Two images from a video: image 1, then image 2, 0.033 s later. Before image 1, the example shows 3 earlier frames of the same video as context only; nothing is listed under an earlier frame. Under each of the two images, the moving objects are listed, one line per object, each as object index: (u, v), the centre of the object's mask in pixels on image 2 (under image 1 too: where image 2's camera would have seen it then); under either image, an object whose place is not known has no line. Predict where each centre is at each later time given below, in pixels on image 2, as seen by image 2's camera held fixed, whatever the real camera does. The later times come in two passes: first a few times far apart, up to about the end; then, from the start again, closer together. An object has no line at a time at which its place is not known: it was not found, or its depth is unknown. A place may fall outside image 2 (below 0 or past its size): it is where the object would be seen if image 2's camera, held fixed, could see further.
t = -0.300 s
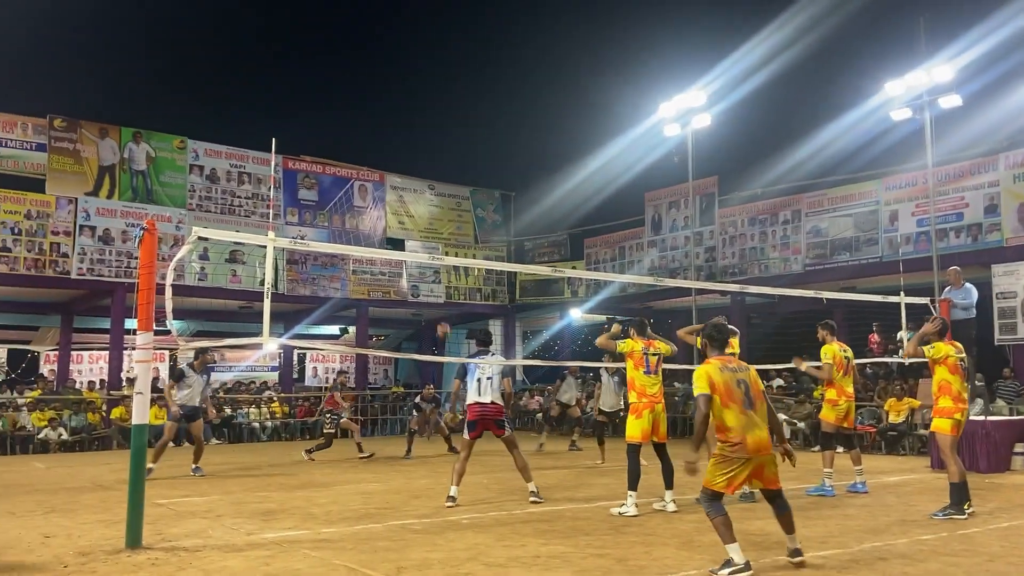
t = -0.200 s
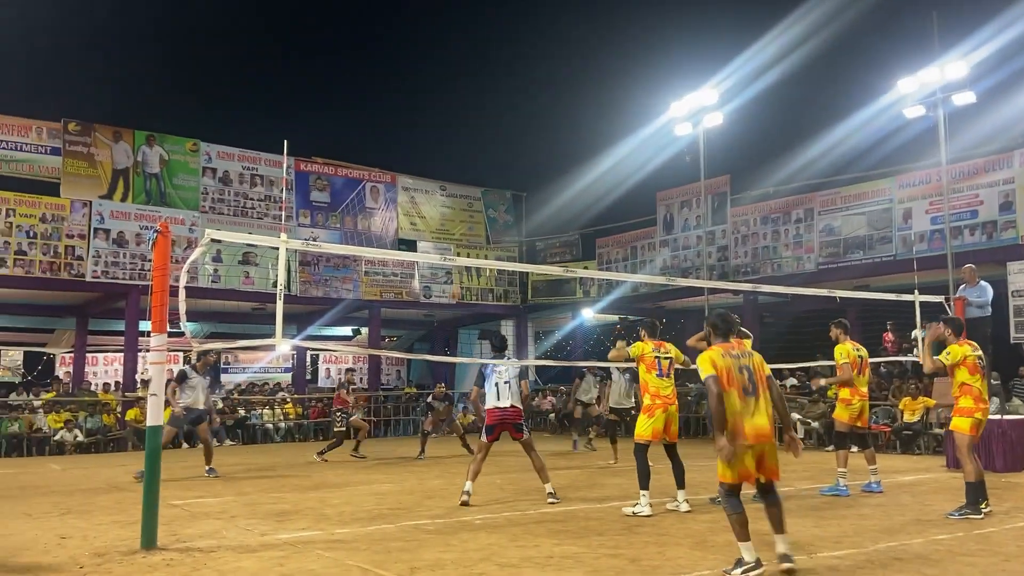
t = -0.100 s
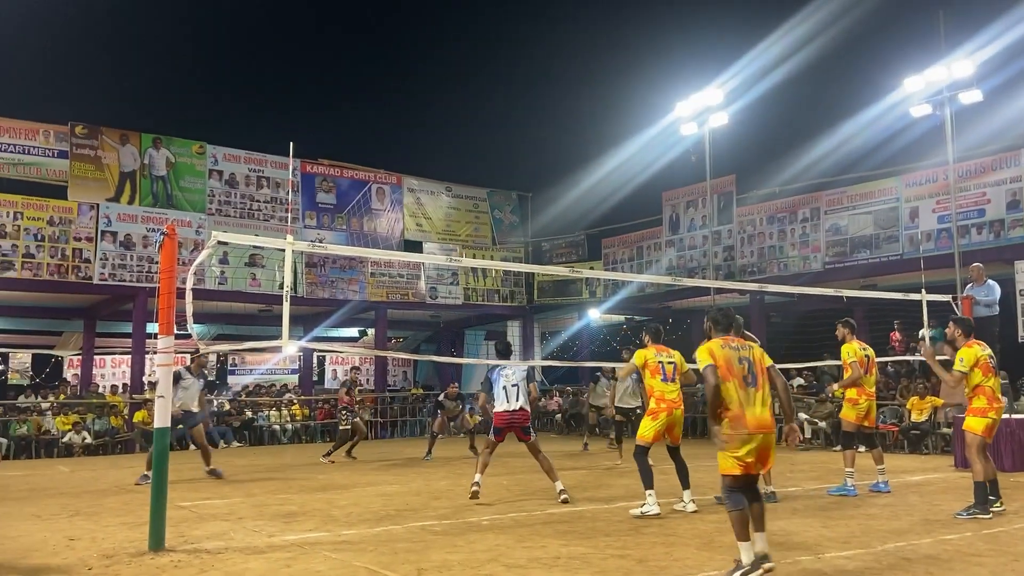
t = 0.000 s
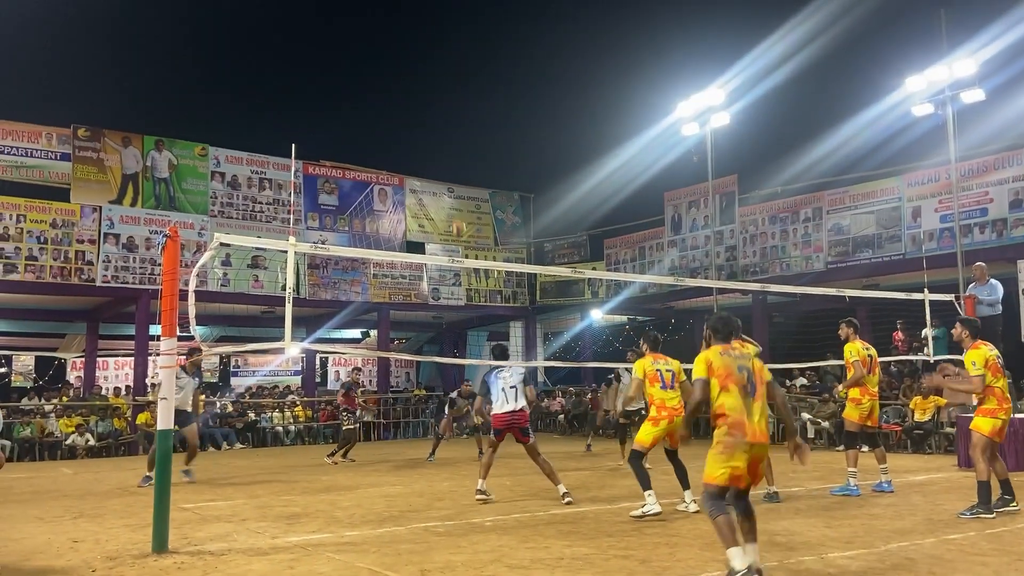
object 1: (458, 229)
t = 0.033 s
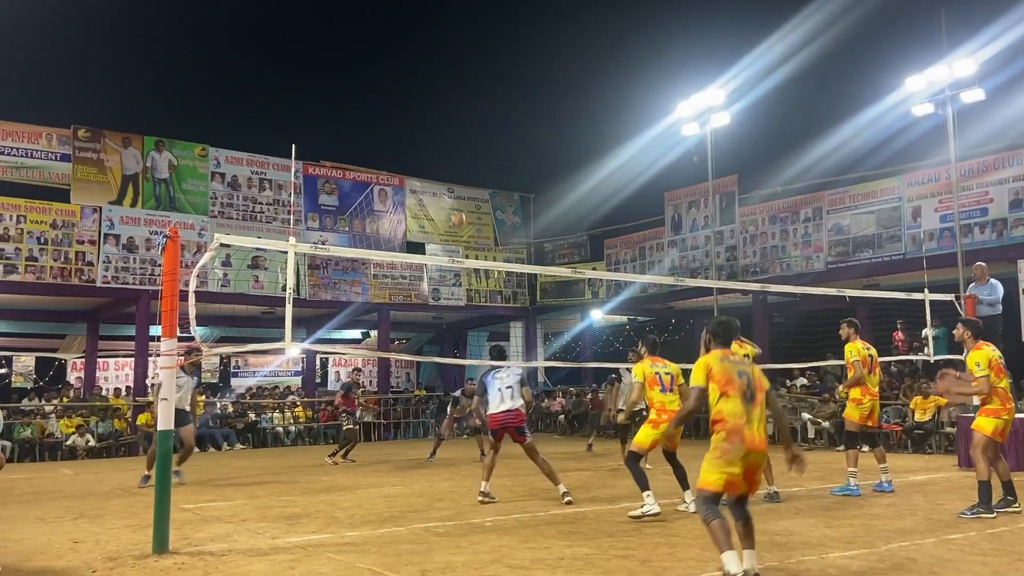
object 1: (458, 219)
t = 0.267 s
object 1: (449, 168)
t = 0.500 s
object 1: (439, 148)
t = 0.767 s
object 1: (424, 183)
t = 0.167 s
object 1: (453, 187)
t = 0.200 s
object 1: (452, 179)
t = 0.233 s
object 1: (451, 173)
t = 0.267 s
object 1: (449, 168)
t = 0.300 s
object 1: (448, 163)
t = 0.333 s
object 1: (446, 158)
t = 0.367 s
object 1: (445, 155)
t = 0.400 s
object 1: (443, 152)
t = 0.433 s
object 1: (442, 150)
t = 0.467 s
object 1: (440, 149)
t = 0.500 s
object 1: (439, 148)
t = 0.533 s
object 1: (437, 149)
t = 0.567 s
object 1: (435, 150)
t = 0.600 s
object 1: (433, 153)
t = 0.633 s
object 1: (431, 157)
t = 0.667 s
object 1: (430, 162)
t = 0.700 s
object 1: (428, 168)
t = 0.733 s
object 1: (426, 175)
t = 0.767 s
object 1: (424, 183)
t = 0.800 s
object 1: (422, 194)
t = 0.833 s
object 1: (419, 206)
